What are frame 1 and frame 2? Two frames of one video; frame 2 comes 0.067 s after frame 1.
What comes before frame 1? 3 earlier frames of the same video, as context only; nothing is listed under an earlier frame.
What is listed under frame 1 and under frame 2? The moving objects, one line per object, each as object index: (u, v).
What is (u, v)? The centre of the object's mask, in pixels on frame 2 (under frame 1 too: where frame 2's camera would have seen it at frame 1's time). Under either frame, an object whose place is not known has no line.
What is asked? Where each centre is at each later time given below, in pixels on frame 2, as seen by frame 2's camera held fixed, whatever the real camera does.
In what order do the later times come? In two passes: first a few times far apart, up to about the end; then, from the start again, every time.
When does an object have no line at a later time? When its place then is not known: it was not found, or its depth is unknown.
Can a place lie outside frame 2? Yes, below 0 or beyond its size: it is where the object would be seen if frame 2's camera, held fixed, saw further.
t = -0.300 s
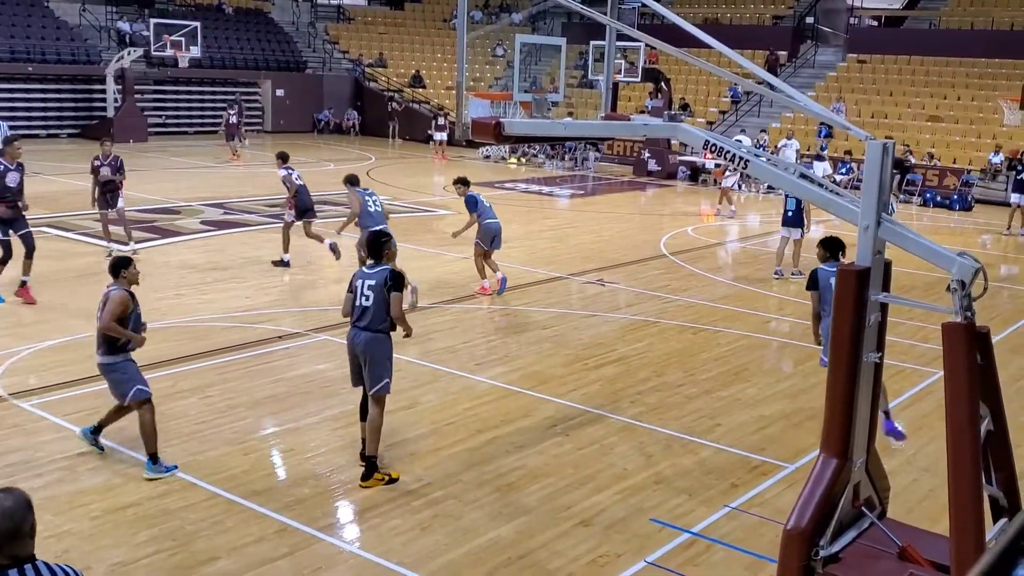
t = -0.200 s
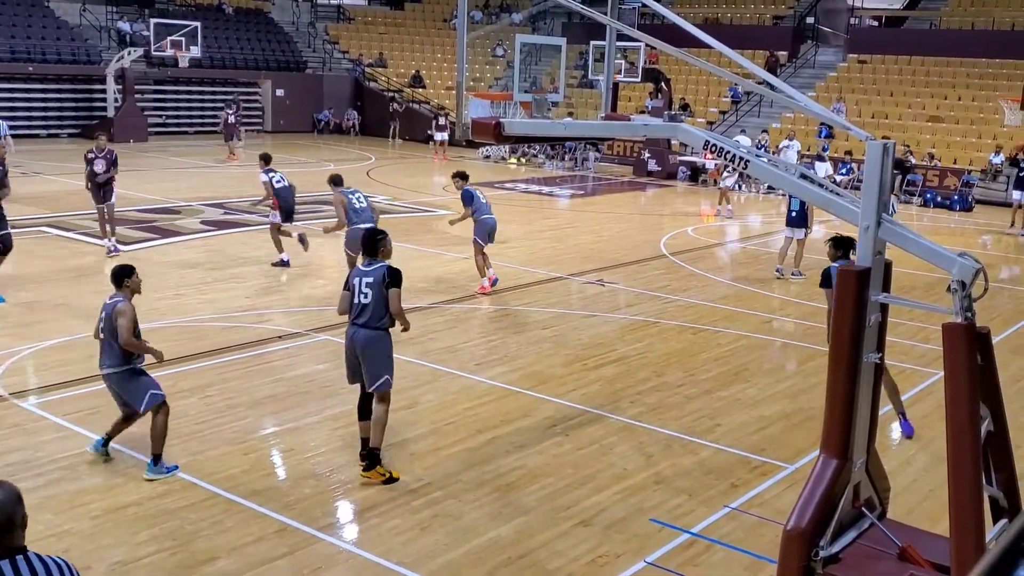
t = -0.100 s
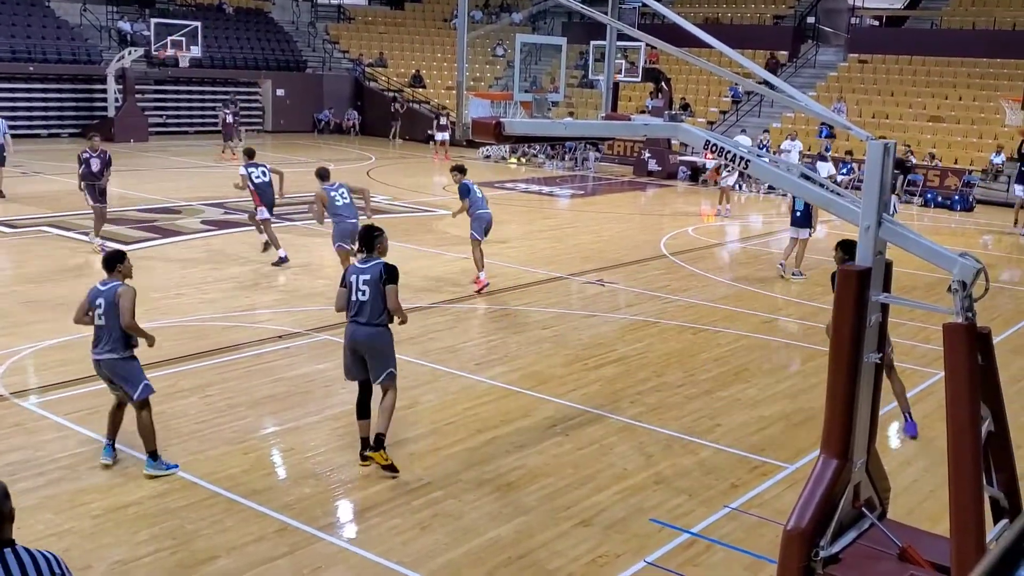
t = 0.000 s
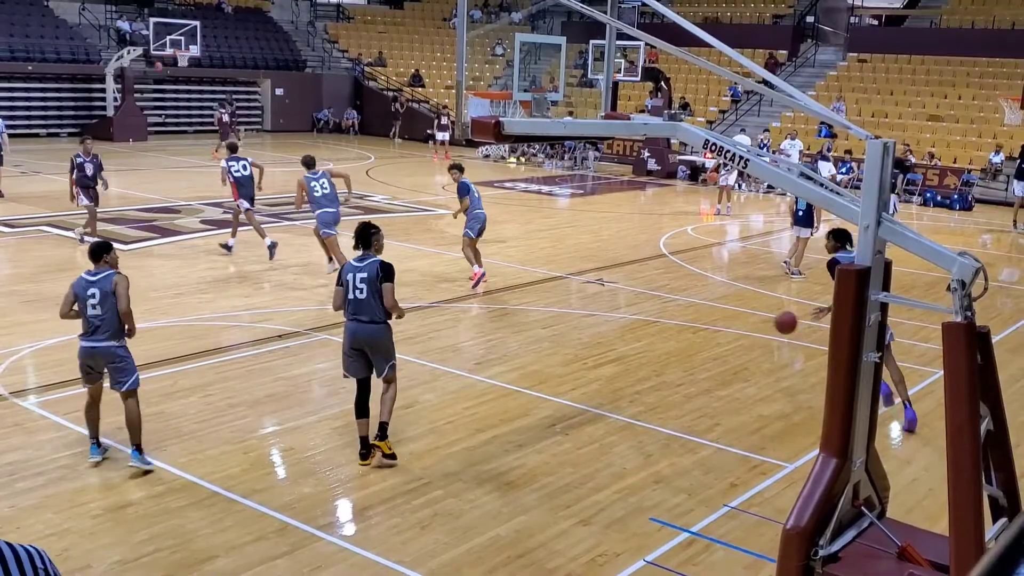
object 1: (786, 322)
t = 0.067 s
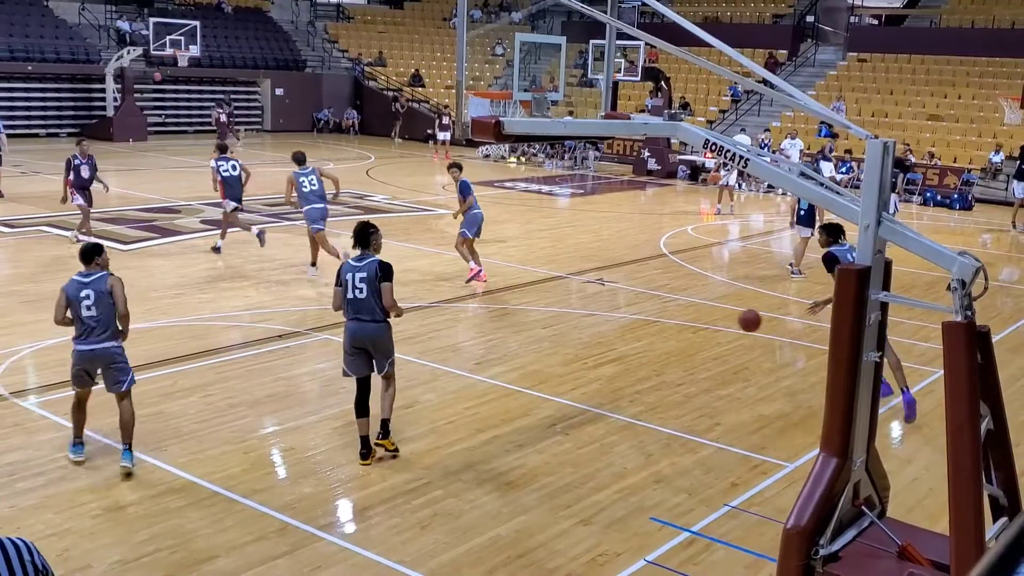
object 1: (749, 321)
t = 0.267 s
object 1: (642, 341)
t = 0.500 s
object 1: (540, 342)
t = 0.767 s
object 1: (446, 317)
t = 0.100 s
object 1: (731, 321)
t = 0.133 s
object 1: (713, 323)
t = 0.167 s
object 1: (695, 326)
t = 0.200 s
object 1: (677, 330)
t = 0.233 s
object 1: (659, 335)
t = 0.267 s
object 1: (642, 341)
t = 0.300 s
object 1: (624, 348)
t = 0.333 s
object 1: (607, 356)
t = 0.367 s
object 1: (590, 365)
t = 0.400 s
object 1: (575, 369)
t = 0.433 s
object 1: (563, 359)
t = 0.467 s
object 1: (552, 350)
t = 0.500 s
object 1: (540, 342)
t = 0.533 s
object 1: (529, 335)
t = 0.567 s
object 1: (517, 330)
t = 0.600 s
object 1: (505, 325)
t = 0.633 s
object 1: (493, 321)
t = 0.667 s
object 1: (481, 319)
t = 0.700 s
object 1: (470, 317)
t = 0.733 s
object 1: (458, 317)
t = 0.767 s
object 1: (446, 317)
